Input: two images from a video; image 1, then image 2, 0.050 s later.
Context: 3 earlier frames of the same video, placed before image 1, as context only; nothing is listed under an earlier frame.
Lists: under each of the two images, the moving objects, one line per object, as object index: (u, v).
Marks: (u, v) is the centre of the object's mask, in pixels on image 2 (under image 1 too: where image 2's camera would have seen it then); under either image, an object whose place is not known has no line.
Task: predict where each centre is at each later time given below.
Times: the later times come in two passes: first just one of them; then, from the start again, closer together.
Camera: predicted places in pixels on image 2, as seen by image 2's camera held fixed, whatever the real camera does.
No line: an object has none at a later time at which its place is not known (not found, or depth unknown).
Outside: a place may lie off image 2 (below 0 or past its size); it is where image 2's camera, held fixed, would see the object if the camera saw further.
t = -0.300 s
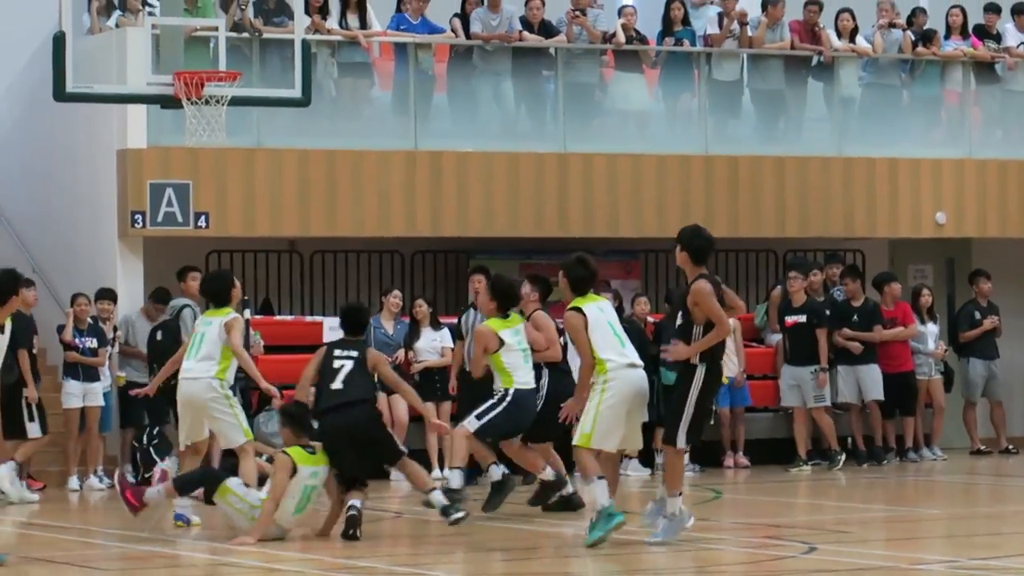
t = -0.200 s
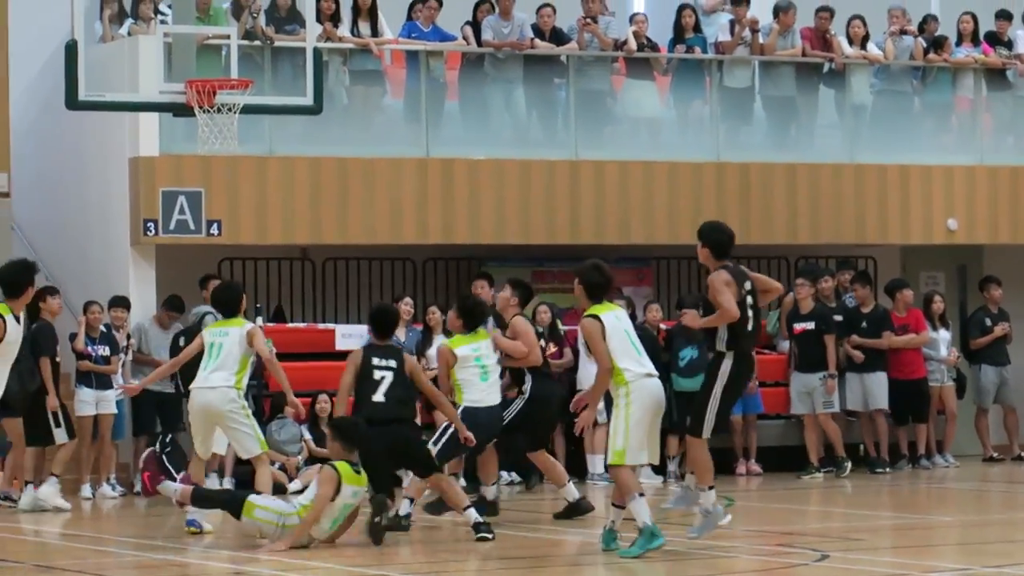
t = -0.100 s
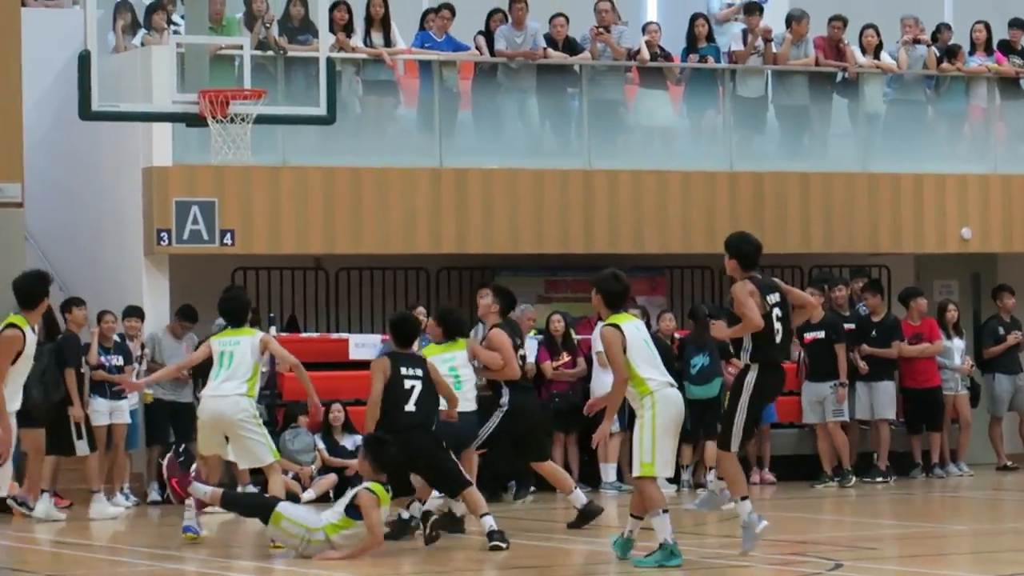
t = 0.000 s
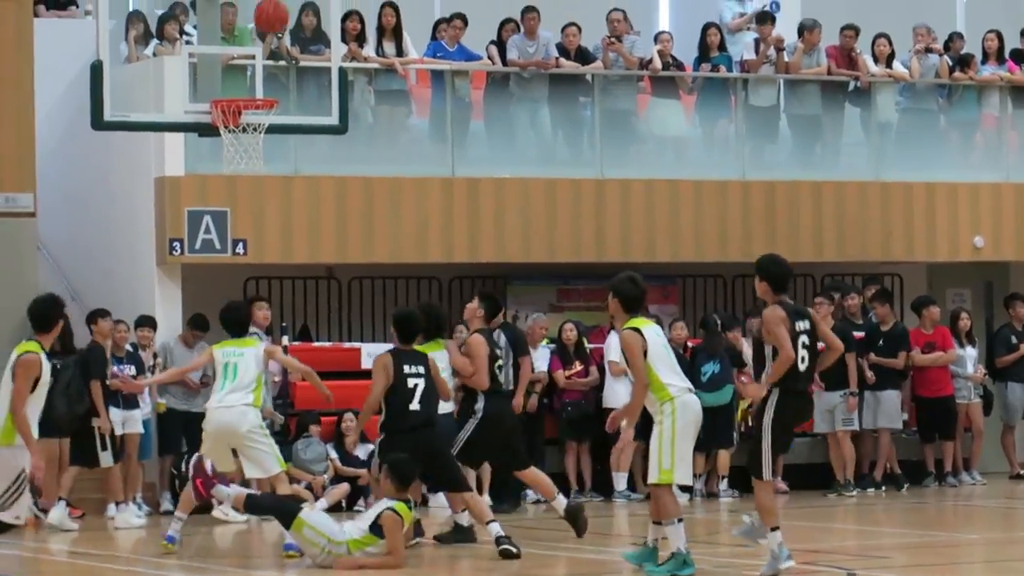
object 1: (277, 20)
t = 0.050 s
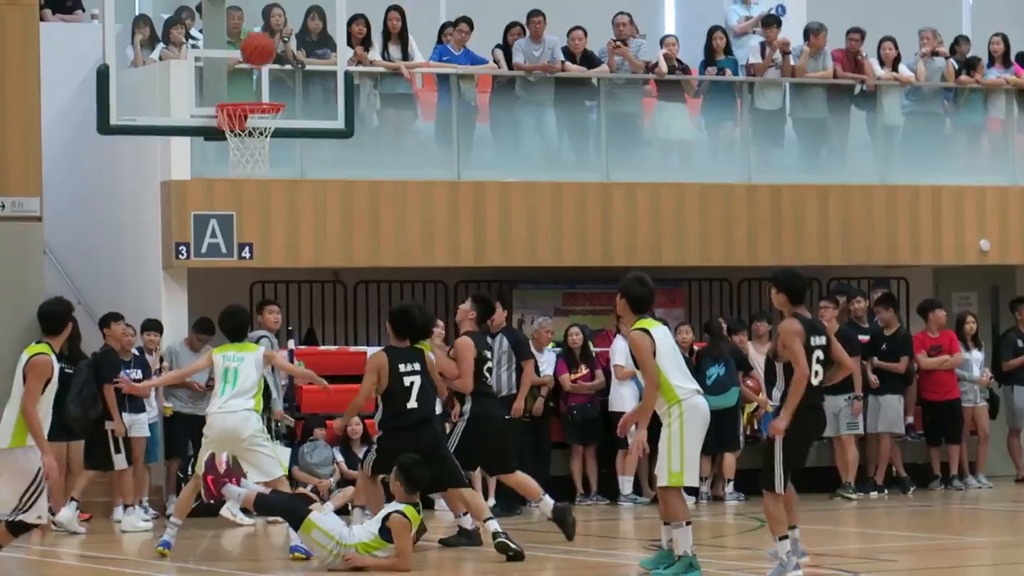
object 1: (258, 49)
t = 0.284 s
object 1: (247, 74)
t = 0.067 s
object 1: (250, 59)
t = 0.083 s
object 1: (244, 70)
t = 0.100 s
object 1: (237, 81)
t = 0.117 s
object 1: (232, 89)
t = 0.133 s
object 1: (233, 87)
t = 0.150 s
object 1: (234, 86)
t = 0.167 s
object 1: (234, 84)
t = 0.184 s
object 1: (235, 81)
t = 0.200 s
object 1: (236, 81)
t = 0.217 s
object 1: (237, 79)
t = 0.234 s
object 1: (238, 79)
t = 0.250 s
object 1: (238, 79)
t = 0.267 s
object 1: (243, 77)
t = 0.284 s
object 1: (247, 74)
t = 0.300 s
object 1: (251, 72)
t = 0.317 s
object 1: (257, 71)
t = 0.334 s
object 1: (262, 69)
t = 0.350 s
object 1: (266, 68)
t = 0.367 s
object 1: (271, 68)
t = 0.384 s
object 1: (276, 68)
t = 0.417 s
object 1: (286, 69)
